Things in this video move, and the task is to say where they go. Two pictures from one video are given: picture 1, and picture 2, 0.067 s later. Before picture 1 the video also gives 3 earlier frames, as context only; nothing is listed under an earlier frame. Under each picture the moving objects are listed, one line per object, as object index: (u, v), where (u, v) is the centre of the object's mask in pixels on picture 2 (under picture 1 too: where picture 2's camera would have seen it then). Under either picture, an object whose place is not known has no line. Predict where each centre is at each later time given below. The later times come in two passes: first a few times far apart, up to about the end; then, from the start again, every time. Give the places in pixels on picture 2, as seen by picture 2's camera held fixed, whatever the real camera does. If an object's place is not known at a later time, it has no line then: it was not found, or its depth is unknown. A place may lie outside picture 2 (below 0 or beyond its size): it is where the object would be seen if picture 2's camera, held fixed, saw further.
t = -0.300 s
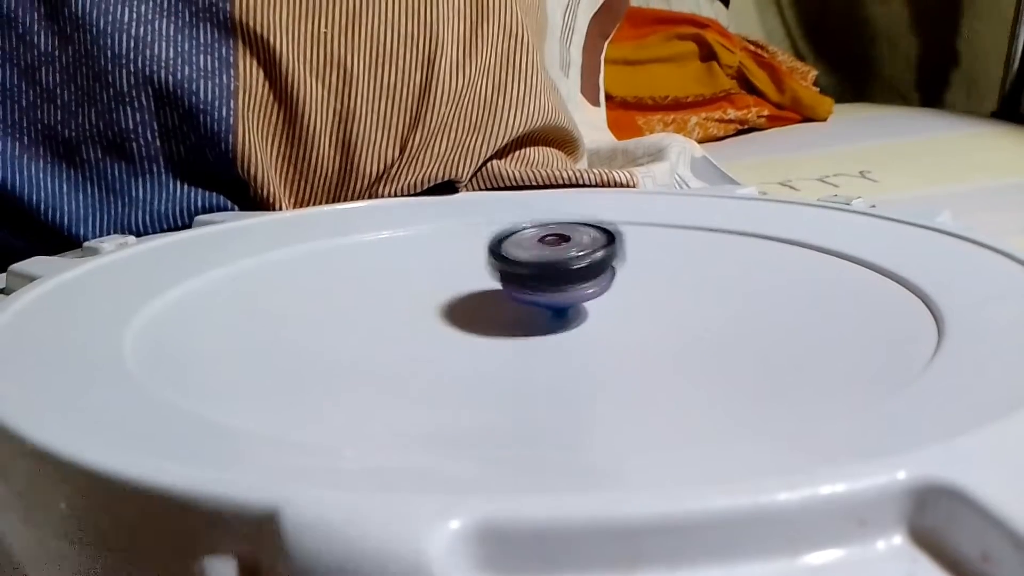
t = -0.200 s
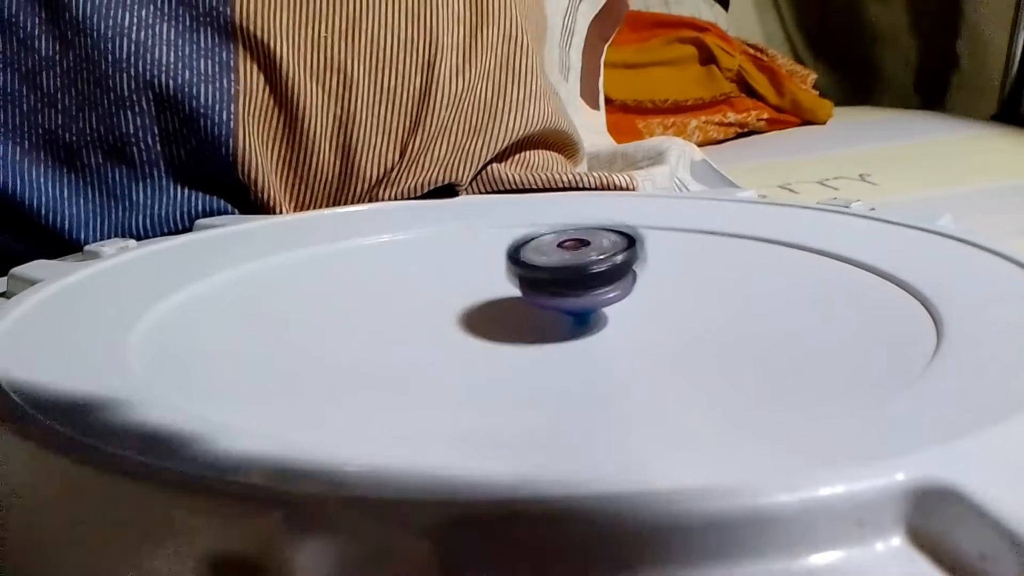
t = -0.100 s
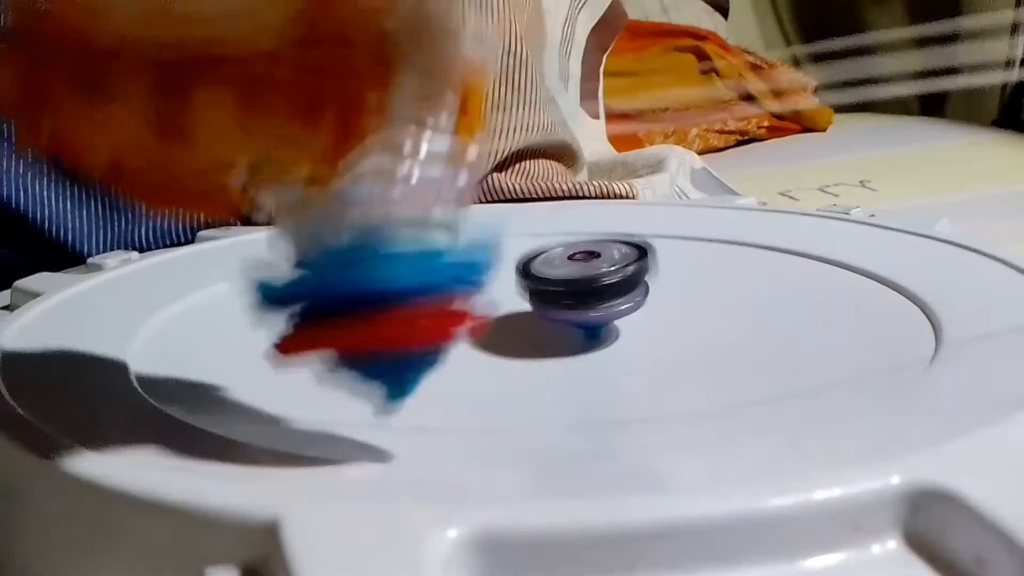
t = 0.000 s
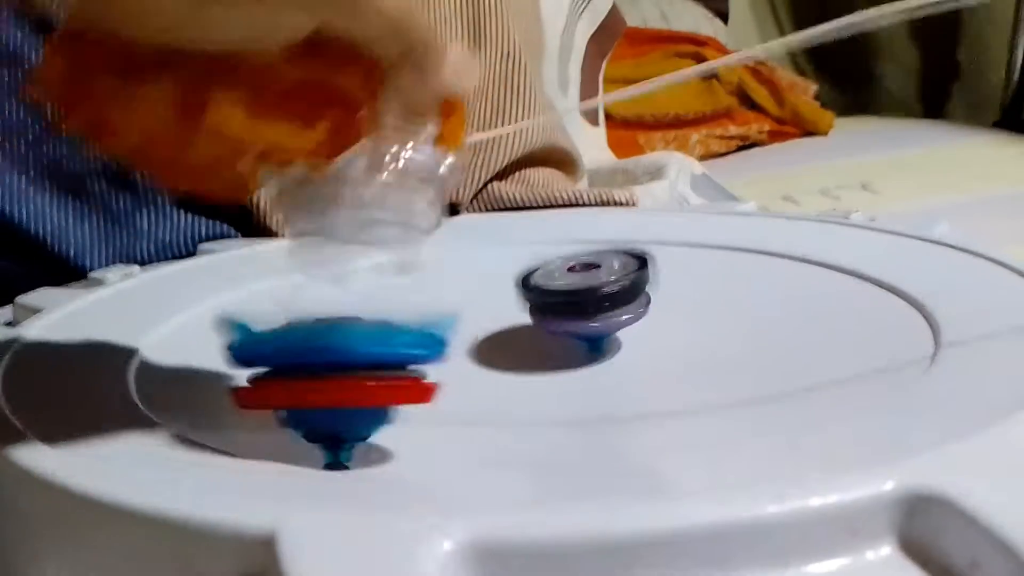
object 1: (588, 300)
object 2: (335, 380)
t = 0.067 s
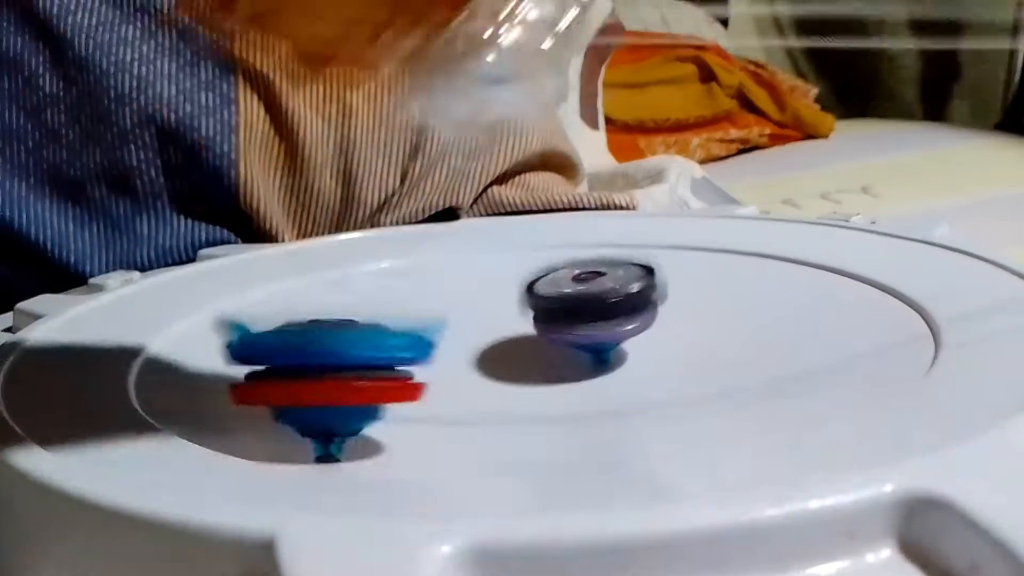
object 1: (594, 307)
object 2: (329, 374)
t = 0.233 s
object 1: (604, 323)
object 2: (329, 343)
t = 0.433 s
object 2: (363, 289)
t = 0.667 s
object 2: (404, 260)
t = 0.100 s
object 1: (596, 311)
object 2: (326, 370)
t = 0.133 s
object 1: (597, 313)
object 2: (324, 365)
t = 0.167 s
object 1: (599, 316)
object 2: (325, 360)
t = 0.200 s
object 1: (602, 319)
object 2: (327, 351)
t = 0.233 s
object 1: (604, 323)
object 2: (329, 343)
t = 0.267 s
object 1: (607, 324)
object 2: (333, 334)
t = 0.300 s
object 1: (610, 326)
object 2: (337, 325)
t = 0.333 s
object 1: (614, 328)
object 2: (342, 316)
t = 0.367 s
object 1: (615, 330)
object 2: (348, 307)
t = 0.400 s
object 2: (355, 297)
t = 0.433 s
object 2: (363, 289)
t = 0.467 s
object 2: (369, 281)
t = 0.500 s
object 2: (376, 275)
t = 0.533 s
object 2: (382, 269)
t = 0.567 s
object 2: (388, 265)
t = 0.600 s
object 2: (393, 262)
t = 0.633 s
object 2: (399, 261)
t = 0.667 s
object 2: (404, 260)
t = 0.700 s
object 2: (409, 262)
